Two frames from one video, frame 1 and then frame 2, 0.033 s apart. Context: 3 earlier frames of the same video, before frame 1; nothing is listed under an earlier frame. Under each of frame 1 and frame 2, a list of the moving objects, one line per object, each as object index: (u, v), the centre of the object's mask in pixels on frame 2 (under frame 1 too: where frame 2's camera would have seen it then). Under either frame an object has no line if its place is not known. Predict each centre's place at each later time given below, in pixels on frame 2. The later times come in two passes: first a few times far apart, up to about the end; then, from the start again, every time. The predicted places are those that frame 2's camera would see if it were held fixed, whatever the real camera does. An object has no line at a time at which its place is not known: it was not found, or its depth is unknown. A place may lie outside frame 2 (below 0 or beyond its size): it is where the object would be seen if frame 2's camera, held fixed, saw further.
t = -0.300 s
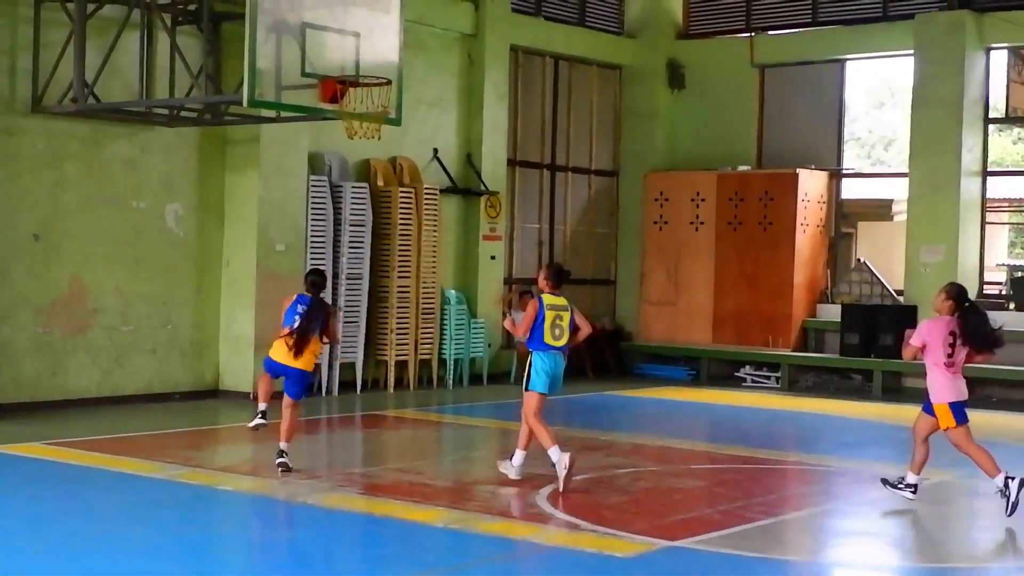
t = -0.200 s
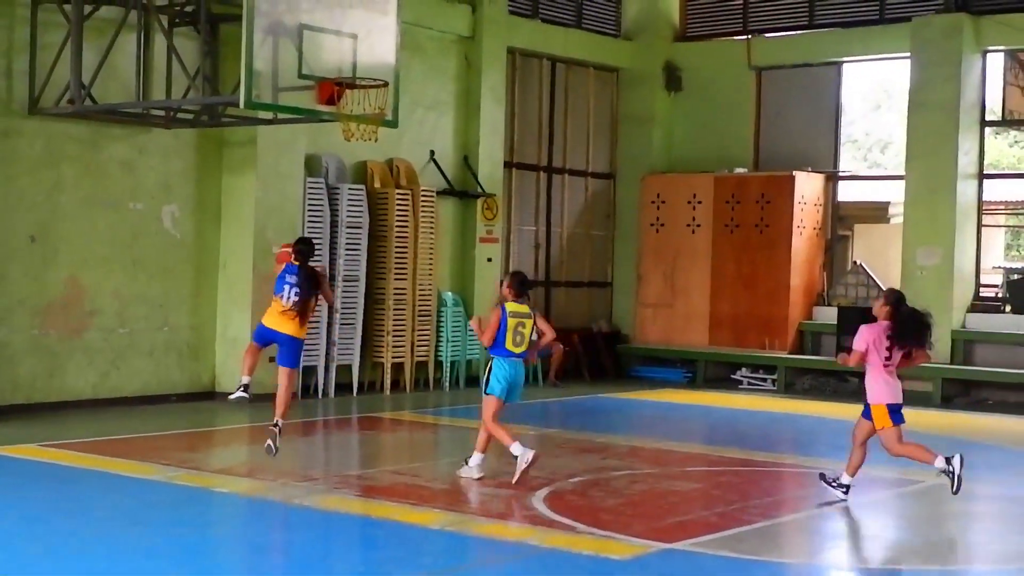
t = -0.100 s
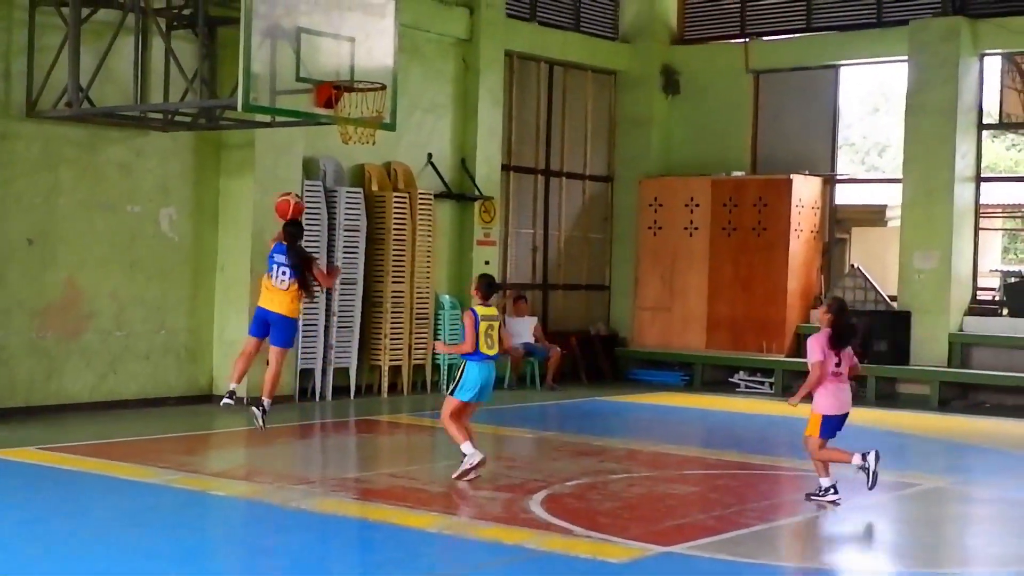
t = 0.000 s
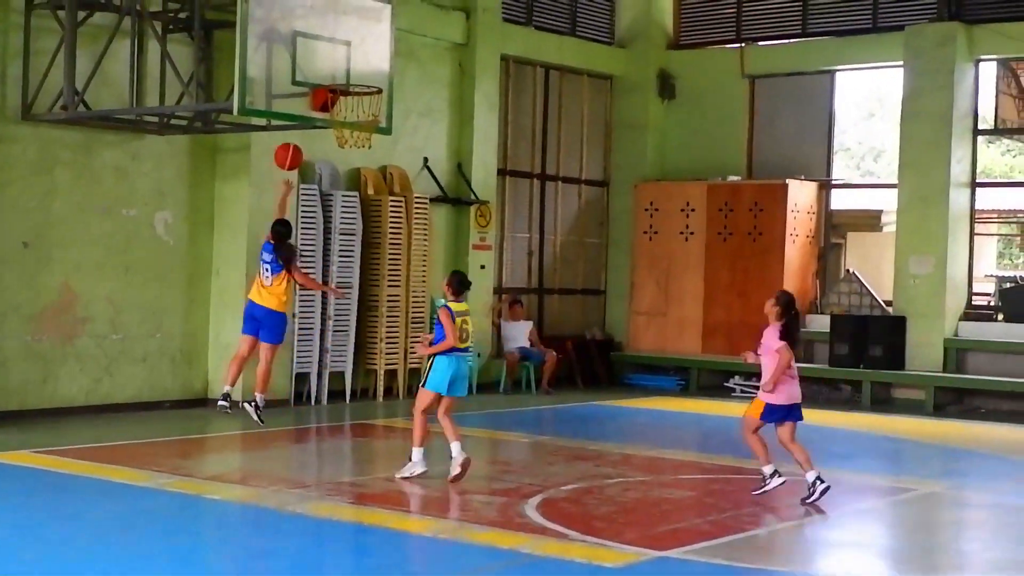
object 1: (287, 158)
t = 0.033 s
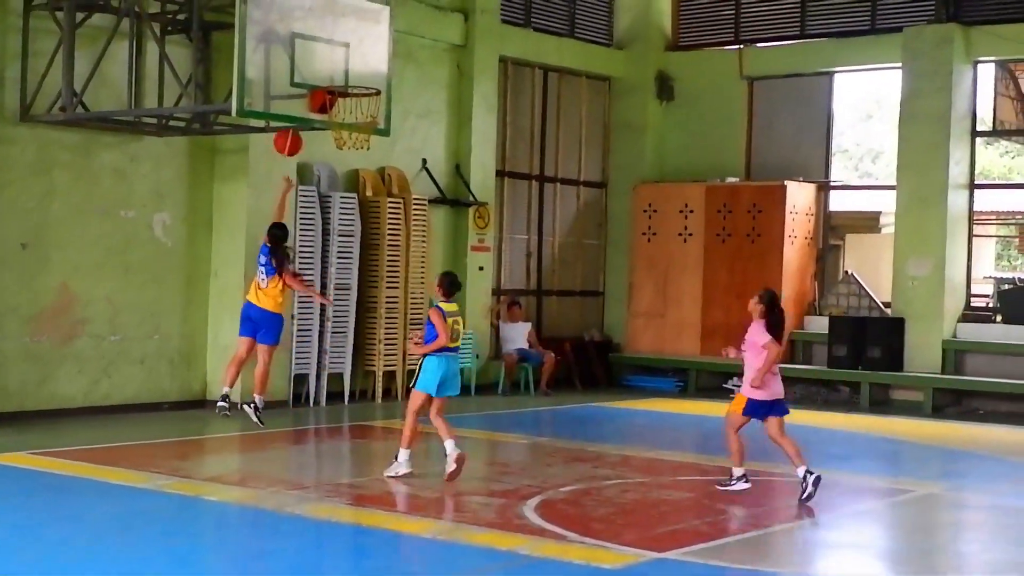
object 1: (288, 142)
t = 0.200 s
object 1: (291, 87)
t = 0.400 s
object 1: (315, 68)
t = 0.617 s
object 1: (332, 71)
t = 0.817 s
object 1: (343, 86)
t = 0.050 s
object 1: (288, 135)
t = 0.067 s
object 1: (288, 129)
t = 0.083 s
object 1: (289, 122)
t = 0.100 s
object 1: (289, 115)
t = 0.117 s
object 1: (289, 110)
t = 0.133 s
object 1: (290, 105)
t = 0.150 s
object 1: (290, 100)
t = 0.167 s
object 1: (291, 96)
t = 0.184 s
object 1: (291, 91)
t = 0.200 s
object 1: (291, 87)
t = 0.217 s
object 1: (291, 84)
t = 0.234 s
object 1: (292, 80)
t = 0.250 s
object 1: (292, 78)
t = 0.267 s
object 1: (295, 76)
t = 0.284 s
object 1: (297, 74)
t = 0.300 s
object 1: (299, 72)
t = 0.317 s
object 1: (302, 71)
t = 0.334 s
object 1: (305, 69)
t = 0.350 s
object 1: (307, 68)
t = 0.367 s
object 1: (310, 68)
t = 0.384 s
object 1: (313, 68)
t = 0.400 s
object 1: (315, 68)
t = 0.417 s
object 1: (318, 69)
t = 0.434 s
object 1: (320, 70)
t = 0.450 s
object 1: (323, 71)
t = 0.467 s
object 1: (325, 72)
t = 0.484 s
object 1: (327, 72)
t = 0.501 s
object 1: (327, 71)
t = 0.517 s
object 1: (328, 70)
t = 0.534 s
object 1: (329, 70)
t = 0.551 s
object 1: (330, 69)
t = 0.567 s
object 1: (330, 69)
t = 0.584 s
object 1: (331, 70)
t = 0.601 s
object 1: (332, 70)
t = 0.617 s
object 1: (332, 71)
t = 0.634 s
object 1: (333, 72)
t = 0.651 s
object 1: (334, 73)
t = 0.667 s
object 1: (335, 74)
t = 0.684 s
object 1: (335, 74)
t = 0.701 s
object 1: (337, 74)
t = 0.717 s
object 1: (337, 74)
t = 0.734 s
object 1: (338, 75)
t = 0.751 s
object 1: (339, 76)
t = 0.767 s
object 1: (340, 77)
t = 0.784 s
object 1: (341, 78)
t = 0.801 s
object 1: (343, 82)
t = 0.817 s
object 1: (343, 86)
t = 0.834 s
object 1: (344, 89)
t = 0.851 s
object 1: (344, 93)
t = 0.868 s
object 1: (345, 96)
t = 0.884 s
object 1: (346, 100)
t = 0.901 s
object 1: (347, 105)
